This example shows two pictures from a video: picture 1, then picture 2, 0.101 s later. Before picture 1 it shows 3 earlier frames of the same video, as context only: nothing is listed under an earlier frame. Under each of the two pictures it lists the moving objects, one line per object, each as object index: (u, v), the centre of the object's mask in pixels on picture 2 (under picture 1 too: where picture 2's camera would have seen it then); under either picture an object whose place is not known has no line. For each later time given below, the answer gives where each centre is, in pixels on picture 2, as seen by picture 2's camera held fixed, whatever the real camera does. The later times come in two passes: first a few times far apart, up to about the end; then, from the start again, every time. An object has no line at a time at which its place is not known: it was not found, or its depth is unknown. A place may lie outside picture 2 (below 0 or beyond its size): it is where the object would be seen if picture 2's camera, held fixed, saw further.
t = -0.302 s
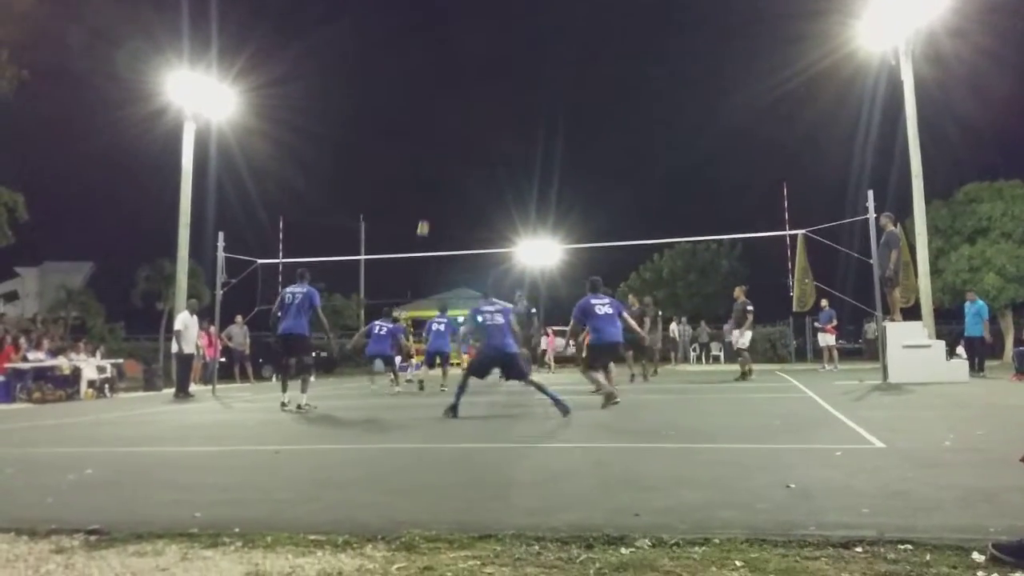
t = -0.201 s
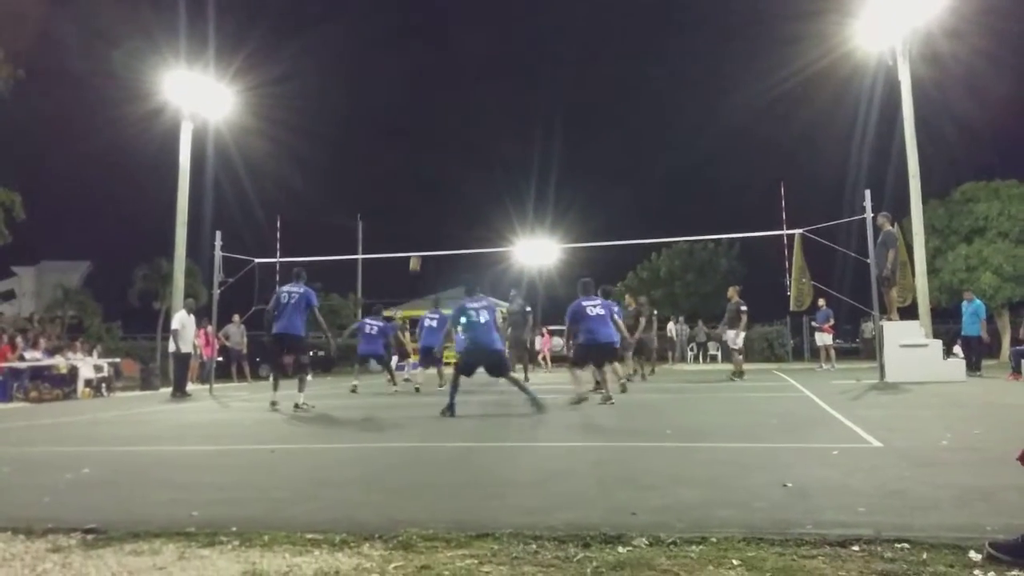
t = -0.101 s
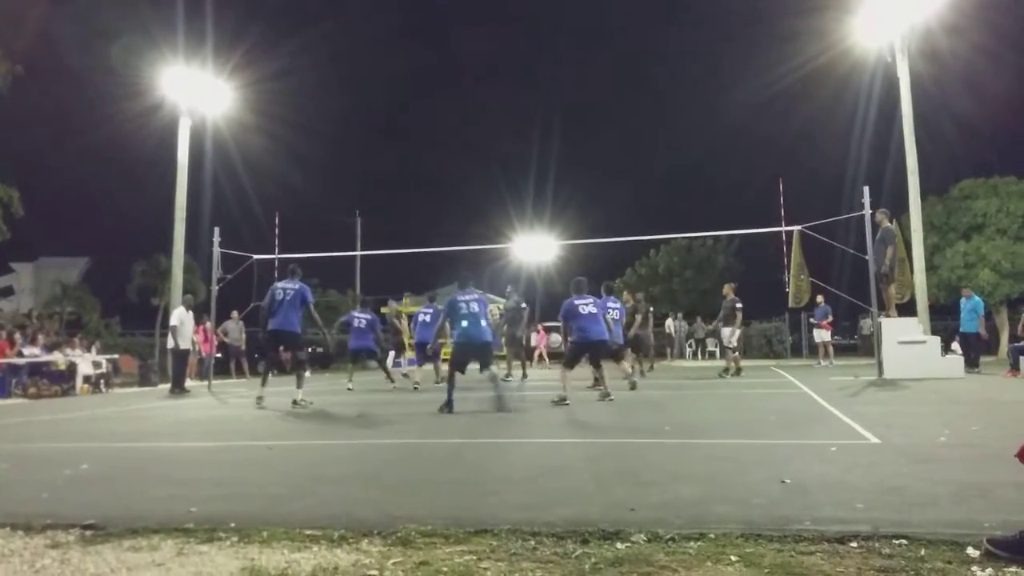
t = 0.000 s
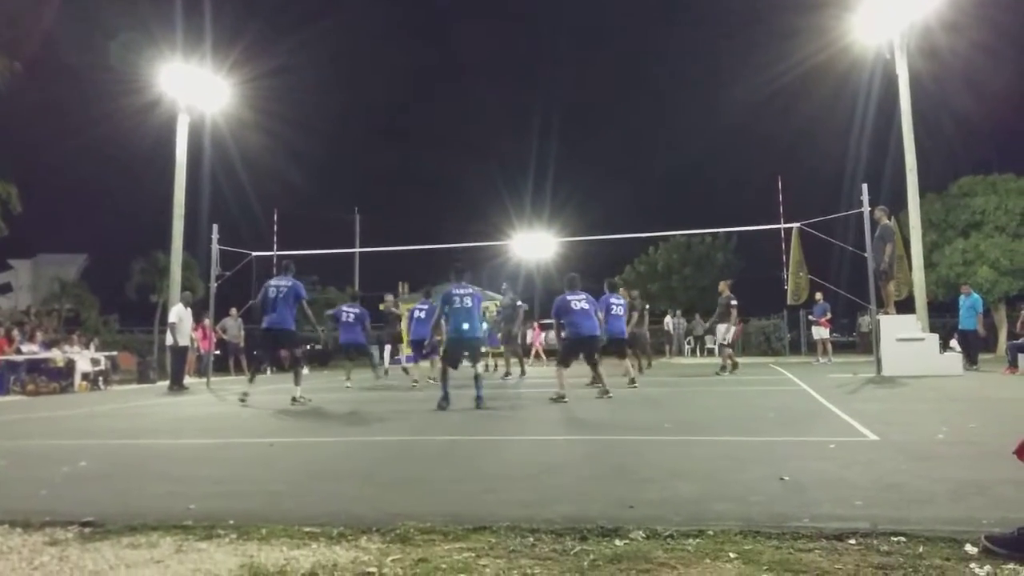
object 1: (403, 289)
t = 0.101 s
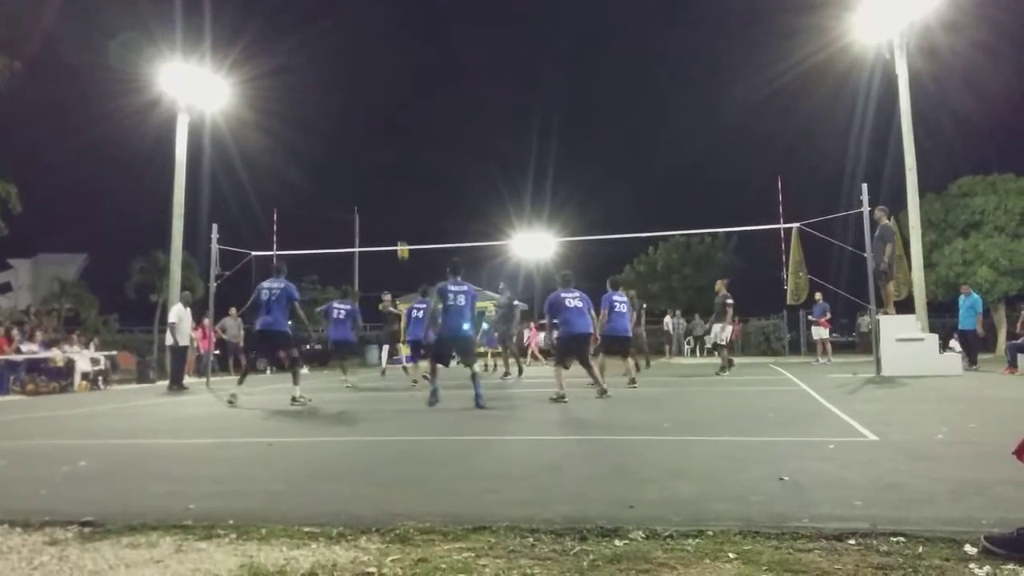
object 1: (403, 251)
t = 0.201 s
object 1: (402, 213)
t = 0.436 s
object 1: (400, 135)
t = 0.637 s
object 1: (399, 84)
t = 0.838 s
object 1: (400, 52)
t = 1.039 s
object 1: (404, 44)
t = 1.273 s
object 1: (410, 77)
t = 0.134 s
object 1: (403, 237)
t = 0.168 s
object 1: (403, 225)
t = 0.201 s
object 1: (402, 213)
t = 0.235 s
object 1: (402, 200)
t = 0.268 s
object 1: (402, 188)
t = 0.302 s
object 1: (401, 177)
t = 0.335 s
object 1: (401, 167)
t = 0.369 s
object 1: (401, 156)
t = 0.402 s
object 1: (400, 145)
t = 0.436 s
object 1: (400, 135)
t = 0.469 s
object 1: (400, 125)
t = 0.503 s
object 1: (399, 115)
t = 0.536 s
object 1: (399, 107)
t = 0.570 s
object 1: (399, 100)
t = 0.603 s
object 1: (399, 91)
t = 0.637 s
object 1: (399, 84)
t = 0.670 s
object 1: (399, 76)
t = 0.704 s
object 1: (400, 70)
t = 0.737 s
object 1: (400, 64)
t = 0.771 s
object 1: (400, 60)
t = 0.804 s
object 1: (400, 55)
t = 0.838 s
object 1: (400, 52)
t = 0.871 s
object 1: (401, 49)
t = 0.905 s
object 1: (401, 46)
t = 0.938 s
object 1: (402, 44)
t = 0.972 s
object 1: (402, 43)
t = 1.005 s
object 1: (403, 43)
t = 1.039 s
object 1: (404, 44)
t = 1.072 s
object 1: (404, 45)
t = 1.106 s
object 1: (405, 48)
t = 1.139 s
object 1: (406, 51)
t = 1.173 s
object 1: (407, 56)
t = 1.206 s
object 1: (408, 62)
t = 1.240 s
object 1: (409, 69)
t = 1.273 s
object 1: (410, 77)
